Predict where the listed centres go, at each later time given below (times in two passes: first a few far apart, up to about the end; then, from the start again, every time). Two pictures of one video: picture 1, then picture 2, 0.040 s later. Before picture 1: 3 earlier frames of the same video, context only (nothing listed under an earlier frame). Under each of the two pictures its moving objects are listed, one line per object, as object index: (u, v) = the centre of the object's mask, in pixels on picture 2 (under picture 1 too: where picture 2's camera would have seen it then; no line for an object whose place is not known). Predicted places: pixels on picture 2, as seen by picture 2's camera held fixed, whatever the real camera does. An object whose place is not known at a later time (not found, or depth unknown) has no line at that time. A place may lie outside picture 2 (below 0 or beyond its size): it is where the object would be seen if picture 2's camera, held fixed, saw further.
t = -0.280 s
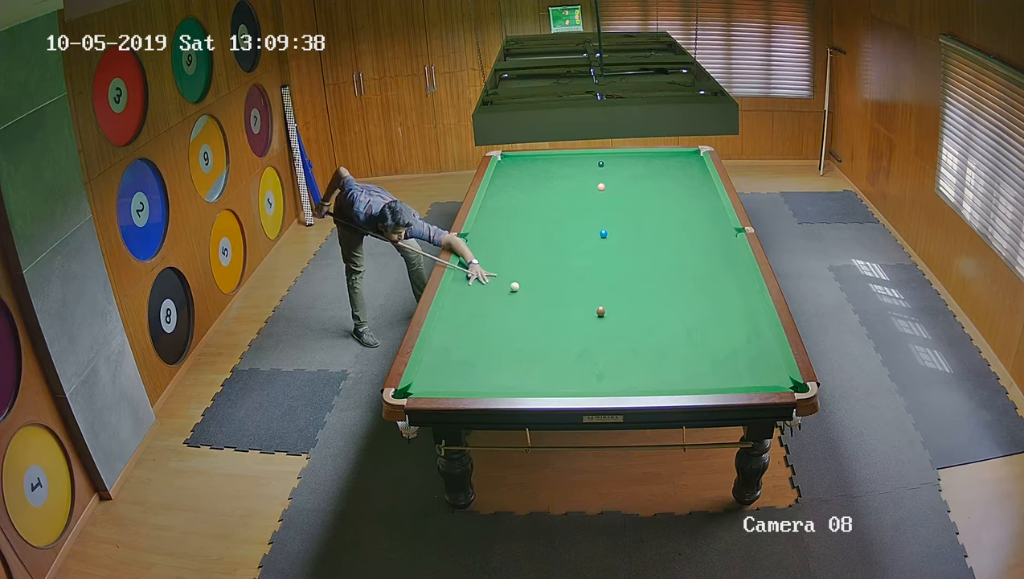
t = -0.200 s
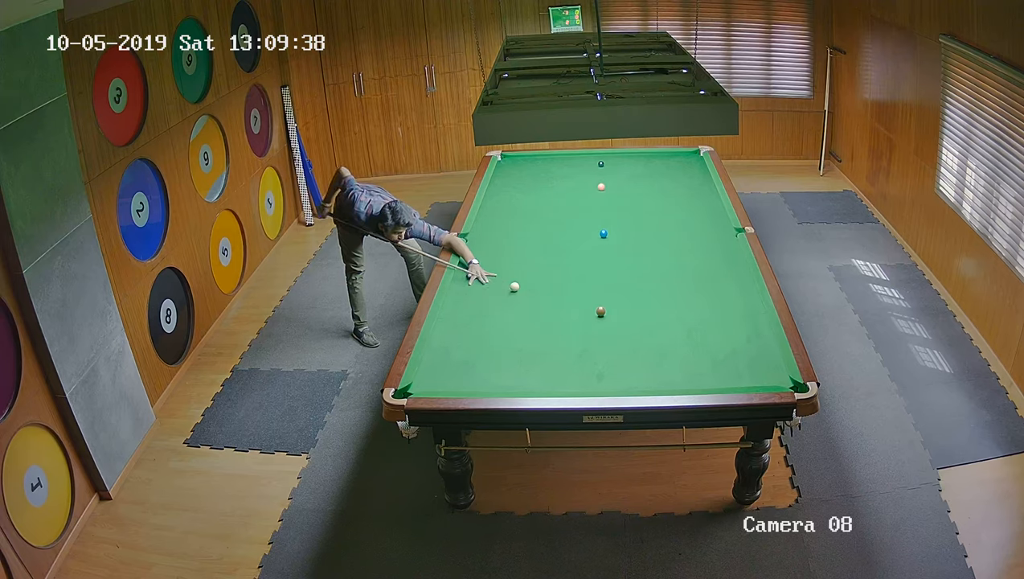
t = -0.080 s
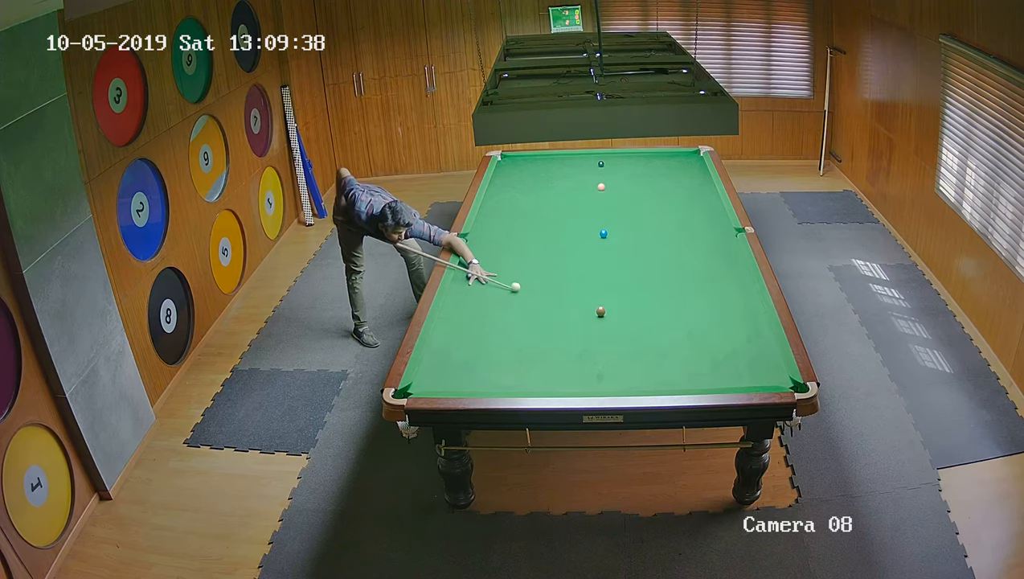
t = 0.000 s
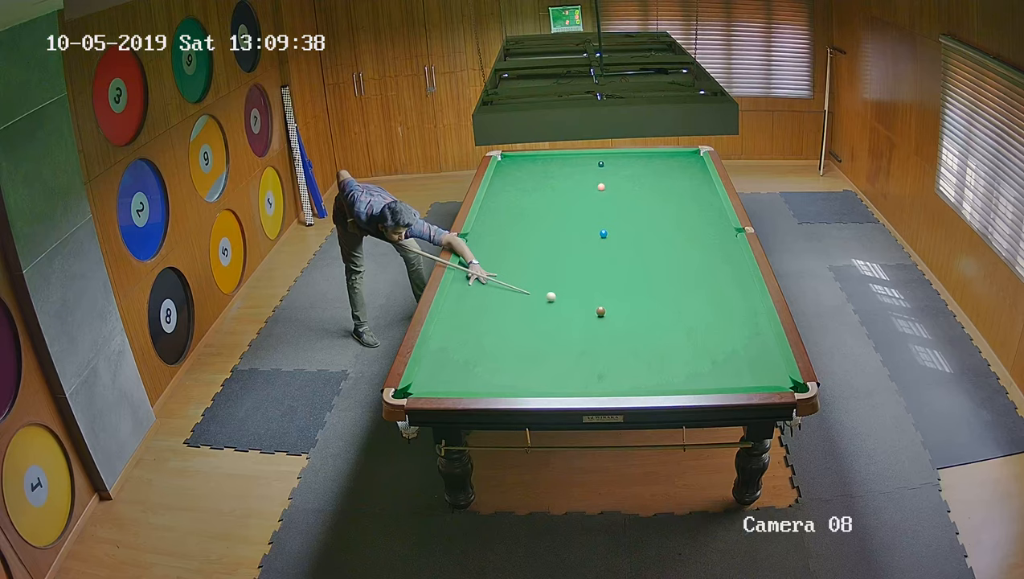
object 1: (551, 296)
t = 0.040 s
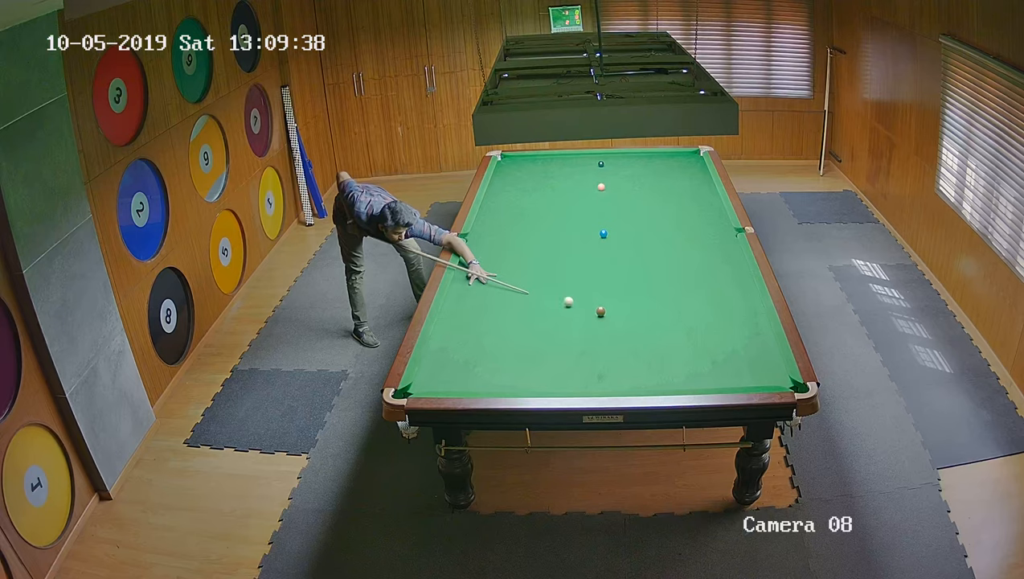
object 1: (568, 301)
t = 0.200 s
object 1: (596, 306)
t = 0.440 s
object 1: (589, 298)
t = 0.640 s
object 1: (583, 292)
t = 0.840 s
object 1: (576, 286)
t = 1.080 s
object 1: (570, 280)
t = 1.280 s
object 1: (564, 275)
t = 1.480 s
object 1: (559, 271)
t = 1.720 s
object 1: (554, 266)
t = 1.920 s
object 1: (550, 263)
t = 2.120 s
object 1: (546, 260)
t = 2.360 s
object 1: (542, 256)
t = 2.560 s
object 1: (539, 254)
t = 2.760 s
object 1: (536, 252)
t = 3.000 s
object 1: (534, 249)
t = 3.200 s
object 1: (532, 247)
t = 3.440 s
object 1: (529, 245)
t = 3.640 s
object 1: (528, 244)
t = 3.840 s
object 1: (527, 243)
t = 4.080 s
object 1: (526, 242)
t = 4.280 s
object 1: (525, 242)
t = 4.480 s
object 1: (525, 241)
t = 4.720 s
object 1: (525, 241)
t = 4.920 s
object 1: (525, 241)
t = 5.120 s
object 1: (525, 241)
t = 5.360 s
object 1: (525, 241)
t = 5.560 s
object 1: (525, 241)
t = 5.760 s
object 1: (525, 241)
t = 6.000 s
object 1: (525, 241)
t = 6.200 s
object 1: (525, 241)
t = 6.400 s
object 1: (525, 241)
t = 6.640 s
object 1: (525, 241)
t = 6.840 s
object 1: (525, 241)
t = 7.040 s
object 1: (525, 241)
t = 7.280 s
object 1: (525, 241)
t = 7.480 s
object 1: (525, 241)
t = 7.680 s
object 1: (525, 241)
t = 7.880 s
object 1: (525, 241)
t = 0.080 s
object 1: (586, 306)
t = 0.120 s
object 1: (594, 308)
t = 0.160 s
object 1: (595, 307)
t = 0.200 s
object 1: (596, 306)
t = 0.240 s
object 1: (596, 305)
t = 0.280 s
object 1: (595, 303)
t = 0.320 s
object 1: (594, 302)
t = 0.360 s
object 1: (592, 301)
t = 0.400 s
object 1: (591, 300)
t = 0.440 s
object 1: (589, 298)
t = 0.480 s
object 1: (588, 297)
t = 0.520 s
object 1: (587, 296)
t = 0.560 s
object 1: (585, 294)
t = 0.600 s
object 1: (584, 293)
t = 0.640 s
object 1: (583, 292)
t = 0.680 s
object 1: (581, 291)
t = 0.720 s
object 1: (580, 290)
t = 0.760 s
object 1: (579, 289)
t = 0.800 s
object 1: (578, 288)
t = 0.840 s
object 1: (576, 286)
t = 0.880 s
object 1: (575, 285)
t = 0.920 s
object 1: (574, 284)
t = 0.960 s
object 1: (573, 283)
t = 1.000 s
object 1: (572, 282)
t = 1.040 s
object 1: (571, 281)
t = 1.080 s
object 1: (570, 280)
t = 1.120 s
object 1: (568, 279)
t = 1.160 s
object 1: (567, 278)
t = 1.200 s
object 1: (566, 278)
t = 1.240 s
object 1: (565, 276)
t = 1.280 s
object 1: (564, 275)
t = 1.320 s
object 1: (563, 275)
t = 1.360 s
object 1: (562, 274)
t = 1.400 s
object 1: (561, 273)
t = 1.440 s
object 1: (560, 272)
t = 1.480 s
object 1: (559, 271)
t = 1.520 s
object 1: (558, 270)
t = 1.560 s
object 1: (557, 270)
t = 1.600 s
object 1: (557, 269)
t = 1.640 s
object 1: (556, 268)
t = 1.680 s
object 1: (555, 267)
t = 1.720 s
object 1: (554, 266)
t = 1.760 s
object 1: (553, 266)
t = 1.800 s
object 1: (552, 265)
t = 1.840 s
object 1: (552, 264)
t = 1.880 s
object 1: (551, 264)
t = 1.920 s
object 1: (550, 263)
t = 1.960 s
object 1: (549, 262)
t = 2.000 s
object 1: (548, 262)
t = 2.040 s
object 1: (548, 261)
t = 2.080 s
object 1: (547, 260)
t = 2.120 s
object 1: (546, 260)
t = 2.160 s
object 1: (545, 259)
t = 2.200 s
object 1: (545, 259)
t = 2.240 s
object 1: (544, 258)
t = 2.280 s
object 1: (543, 257)
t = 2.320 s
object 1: (543, 257)
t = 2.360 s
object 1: (542, 256)
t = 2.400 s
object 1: (541, 256)
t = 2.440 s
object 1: (541, 255)
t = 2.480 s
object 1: (540, 255)
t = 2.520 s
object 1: (540, 254)
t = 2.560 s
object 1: (539, 254)
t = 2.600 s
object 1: (539, 253)
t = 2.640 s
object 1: (538, 253)
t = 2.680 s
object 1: (537, 252)
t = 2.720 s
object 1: (537, 252)
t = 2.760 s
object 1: (536, 252)
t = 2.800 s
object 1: (536, 251)
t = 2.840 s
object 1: (535, 251)
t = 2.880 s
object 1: (535, 250)
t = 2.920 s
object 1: (534, 250)
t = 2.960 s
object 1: (534, 249)
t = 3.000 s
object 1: (534, 249)
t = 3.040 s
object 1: (533, 248)
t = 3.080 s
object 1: (533, 248)
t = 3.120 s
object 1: (532, 248)
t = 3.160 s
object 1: (532, 248)
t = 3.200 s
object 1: (532, 247)
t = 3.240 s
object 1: (531, 247)
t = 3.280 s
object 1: (531, 247)
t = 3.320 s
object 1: (530, 246)
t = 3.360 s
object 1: (530, 246)
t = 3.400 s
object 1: (530, 246)
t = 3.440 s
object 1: (529, 245)
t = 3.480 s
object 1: (529, 245)
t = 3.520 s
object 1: (529, 245)
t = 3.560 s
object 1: (529, 244)
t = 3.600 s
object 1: (528, 244)
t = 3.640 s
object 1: (528, 244)
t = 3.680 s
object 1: (528, 244)
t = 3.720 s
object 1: (528, 244)
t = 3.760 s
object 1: (527, 244)
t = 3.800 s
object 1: (527, 243)
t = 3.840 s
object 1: (527, 243)
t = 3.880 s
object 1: (527, 243)
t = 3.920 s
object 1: (527, 243)
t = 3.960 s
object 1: (526, 243)
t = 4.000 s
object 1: (526, 243)
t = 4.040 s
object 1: (526, 243)
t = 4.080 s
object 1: (526, 242)
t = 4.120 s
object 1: (526, 242)
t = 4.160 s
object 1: (526, 242)
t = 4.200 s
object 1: (526, 242)
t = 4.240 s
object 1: (525, 242)
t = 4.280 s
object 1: (525, 242)
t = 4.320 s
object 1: (525, 242)
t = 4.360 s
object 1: (525, 242)
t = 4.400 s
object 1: (525, 241)
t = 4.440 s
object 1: (525, 241)
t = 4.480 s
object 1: (525, 241)
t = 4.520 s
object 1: (525, 241)
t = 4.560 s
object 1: (525, 241)
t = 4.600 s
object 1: (525, 241)
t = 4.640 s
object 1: (525, 241)
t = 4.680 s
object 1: (525, 241)
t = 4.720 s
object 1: (525, 241)
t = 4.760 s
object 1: (525, 241)
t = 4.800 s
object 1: (525, 241)
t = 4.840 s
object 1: (525, 241)
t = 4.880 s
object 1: (525, 241)
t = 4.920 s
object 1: (525, 241)
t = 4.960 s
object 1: (525, 241)
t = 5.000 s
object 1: (525, 241)
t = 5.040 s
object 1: (525, 241)
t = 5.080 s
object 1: (525, 241)
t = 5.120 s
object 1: (525, 241)
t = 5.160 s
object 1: (525, 241)
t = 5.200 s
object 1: (525, 241)
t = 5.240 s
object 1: (525, 241)
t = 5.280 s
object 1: (525, 241)
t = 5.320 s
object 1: (525, 241)
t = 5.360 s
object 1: (525, 241)
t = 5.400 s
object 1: (525, 241)
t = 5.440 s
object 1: (525, 241)
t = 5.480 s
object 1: (525, 241)
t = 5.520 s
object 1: (525, 241)
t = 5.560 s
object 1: (525, 241)
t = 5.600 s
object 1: (525, 241)
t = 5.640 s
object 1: (525, 241)
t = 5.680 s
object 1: (525, 241)
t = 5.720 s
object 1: (525, 241)
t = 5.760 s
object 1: (525, 241)
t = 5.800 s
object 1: (525, 241)
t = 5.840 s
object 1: (525, 241)
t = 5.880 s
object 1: (525, 241)
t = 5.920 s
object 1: (525, 241)
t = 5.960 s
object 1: (525, 241)
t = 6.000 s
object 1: (525, 241)
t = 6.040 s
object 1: (525, 241)
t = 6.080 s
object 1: (525, 241)
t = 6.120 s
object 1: (525, 241)
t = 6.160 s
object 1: (525, 241)
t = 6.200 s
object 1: (525, 241)
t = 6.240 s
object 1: (525, 241)
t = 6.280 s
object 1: (525, 241)
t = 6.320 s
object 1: (525, 241)
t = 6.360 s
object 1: (525, 241)
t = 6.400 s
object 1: (525, 241)
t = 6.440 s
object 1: (525, 241)
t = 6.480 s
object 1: (525, 241)
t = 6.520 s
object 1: (525, 241)
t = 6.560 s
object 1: (525, 241)
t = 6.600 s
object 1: (525, 241)
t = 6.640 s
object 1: (525, 241)
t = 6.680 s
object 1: (525, 241)
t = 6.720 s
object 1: (525, 241)
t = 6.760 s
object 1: (525, 241)
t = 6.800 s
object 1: (525, 241)
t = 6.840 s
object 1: (525, 241)
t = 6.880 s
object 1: (525, 241)
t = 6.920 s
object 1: (525, 241)
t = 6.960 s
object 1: (525, 241)
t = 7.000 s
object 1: (525, 241)
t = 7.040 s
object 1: (525, 241)
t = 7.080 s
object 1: (525, 241)
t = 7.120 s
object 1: (525, 241)
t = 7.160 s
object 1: (525, 241)
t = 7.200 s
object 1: (525, 241)
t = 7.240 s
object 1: (525, 241)
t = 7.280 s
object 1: (525, 241)
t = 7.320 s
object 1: (525, 241)
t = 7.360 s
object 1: (525, 241)
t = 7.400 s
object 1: (525, 241)
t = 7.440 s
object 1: (525, 241)
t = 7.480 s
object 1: (525, 241)
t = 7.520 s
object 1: (525, 241)
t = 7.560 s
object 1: (525, 241)
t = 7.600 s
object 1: (525, 241)
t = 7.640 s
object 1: (525, 241)
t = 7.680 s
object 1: (525, 241)
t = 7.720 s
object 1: (525, 241)
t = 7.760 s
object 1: (525, 241)
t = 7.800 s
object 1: (525, 241)
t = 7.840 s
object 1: (525, 241)
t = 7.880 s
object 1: (525, 241)
